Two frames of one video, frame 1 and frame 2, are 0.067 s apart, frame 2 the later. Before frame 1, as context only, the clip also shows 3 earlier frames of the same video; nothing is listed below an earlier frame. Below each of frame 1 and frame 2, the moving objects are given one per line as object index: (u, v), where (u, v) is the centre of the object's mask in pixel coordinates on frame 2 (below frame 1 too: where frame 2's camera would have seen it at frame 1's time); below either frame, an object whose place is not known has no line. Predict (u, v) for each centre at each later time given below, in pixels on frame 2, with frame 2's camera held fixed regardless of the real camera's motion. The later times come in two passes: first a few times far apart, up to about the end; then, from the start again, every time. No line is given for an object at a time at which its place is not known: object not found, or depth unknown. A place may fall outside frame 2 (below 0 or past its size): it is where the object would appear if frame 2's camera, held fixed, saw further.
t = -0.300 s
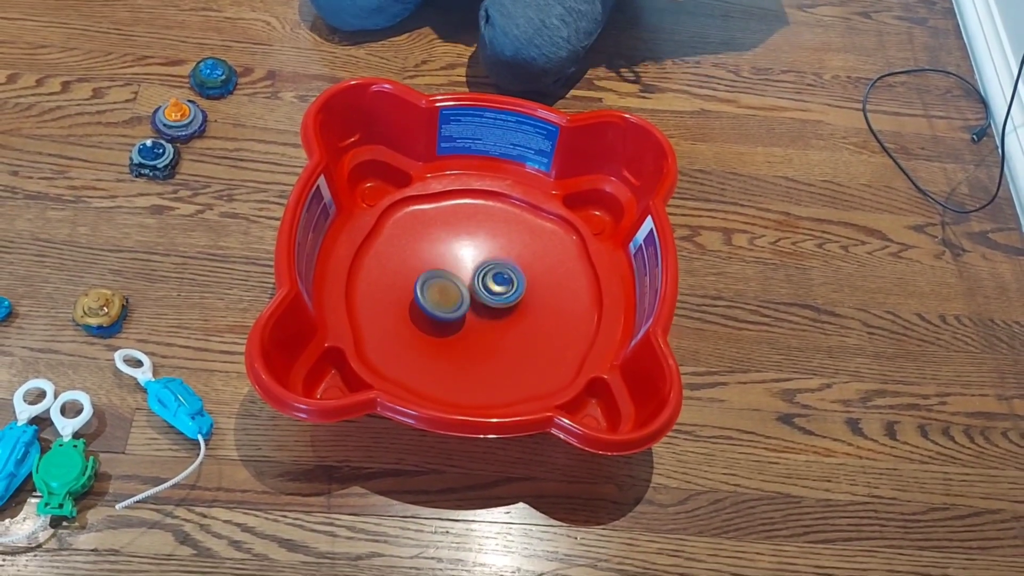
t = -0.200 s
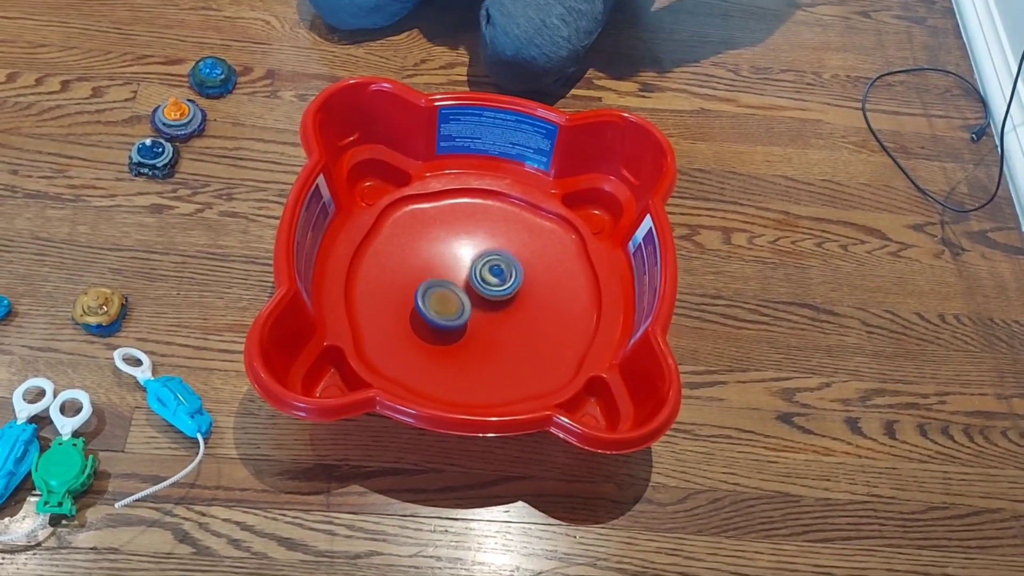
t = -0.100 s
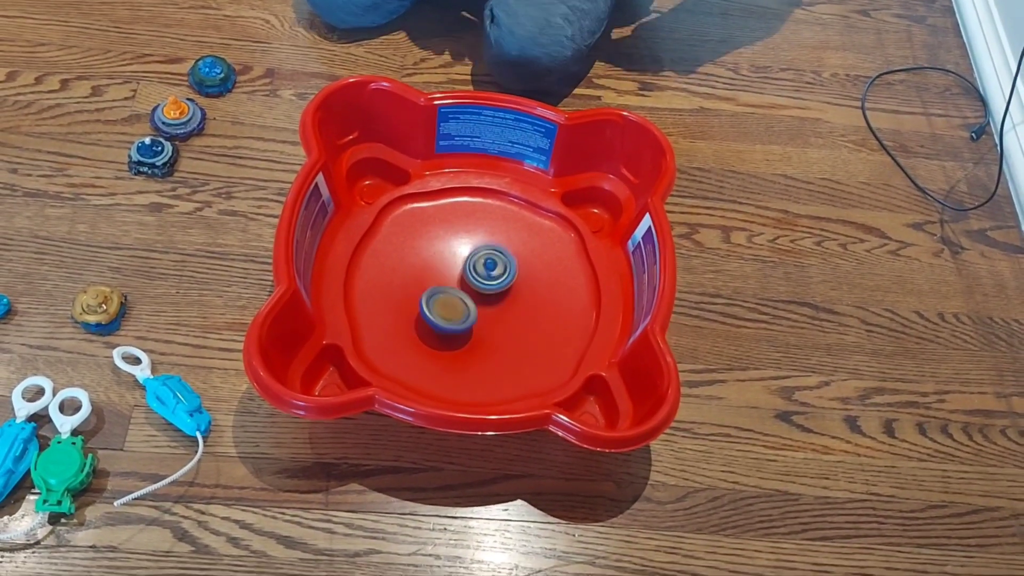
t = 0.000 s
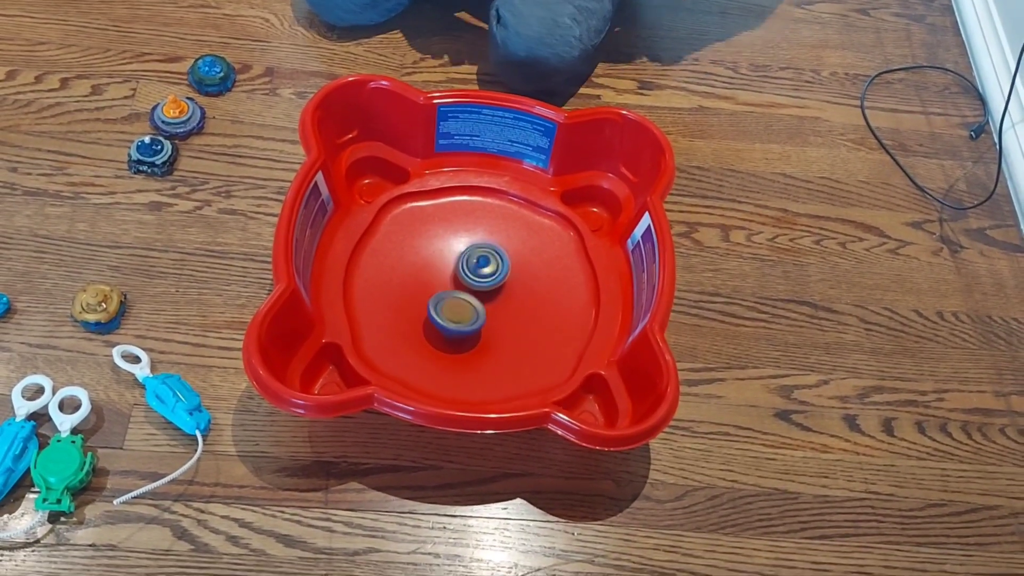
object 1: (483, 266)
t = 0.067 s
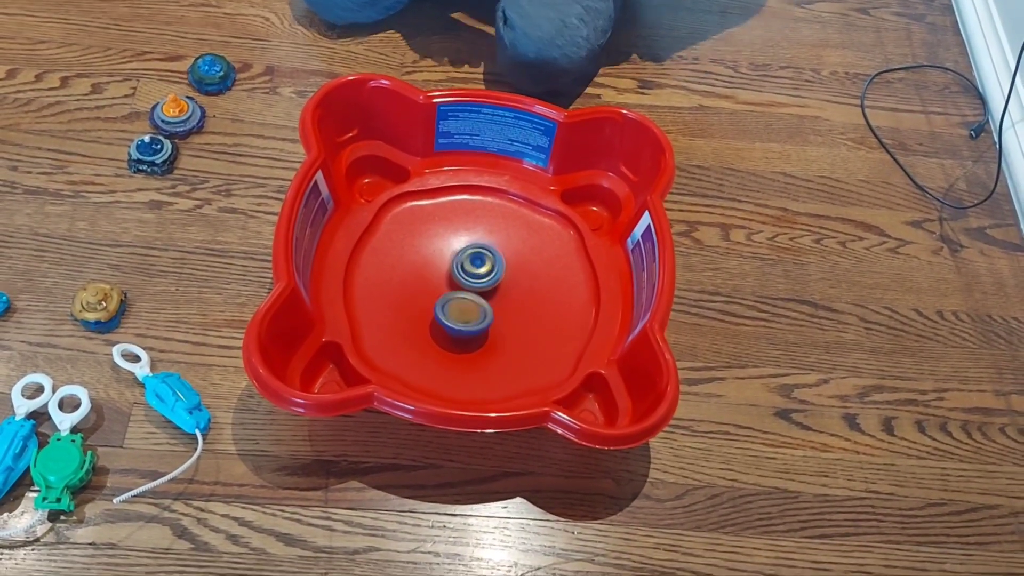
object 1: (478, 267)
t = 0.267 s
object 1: (465, 272)
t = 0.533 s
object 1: (452, 286)
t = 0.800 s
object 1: (449, 299)
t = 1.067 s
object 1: (452, 307)
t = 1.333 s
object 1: (460, 317)
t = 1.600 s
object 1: (475, 319)
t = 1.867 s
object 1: (498, 313)
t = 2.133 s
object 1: (512, 304)
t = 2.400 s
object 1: (520, 299)
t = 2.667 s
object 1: (518, 290)
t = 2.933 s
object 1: (509, 271)
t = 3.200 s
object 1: (503, 260)
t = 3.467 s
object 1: (497, 260)
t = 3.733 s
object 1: (491, 258)
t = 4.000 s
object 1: (483, 243)
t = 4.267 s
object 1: (475, 244)
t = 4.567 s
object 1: (463, 261)
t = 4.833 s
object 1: (454, 261)
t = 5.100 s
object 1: (459, 266)
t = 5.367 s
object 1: (464, 270)
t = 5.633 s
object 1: (491, 272)
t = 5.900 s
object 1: (478, 269)
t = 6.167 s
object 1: (474, 267)
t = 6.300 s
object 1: (471, 274)
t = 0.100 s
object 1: (475, 268)
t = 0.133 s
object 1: (473, 268)
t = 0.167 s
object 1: (471, 268)
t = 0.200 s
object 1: (469, 268)
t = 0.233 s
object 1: (467, 270)
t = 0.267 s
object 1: (465, 272)
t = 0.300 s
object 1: (463, 273)
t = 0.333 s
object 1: (461, 275)
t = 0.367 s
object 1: (459, 277)
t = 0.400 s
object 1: (458, 278)
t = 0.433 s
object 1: (456, 279)
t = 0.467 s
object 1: (455, 282)
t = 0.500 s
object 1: (454, 284)
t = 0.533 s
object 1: (452, 286)
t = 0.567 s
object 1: (451, 287)
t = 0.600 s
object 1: (450, 289)
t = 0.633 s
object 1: (449, 291)
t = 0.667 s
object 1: (449, 293)
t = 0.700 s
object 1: (449, 295)
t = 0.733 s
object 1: (449, 296)
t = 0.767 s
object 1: (448, 298)
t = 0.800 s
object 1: (449, 299)
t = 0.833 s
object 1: (449, 300)
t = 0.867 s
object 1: (450, 301)
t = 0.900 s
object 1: (452, 302)
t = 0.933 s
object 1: (453, 303)
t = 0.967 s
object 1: (449, 305)
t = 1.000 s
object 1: (450, 305)
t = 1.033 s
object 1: (450, 306)
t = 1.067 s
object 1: (452, 307)
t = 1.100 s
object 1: (453, 307)
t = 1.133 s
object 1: (454, 308)
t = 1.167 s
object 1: (456, 308)
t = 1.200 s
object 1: (457, 308)
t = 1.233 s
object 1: (459, 308)
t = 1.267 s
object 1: (462, 307)
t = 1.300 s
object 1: (462, 308)
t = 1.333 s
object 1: (460, 317)
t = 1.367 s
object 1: (458, 320)
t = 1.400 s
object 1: (460, 321)
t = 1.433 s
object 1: (463, 320)
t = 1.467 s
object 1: (465, 321)
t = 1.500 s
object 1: (468, 321)
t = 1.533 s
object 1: (470, 320)
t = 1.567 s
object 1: (473, 320)
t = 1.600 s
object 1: (475, 319)
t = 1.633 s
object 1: (478, 319)
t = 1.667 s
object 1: (481, 316)
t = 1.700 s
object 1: (483, 315)
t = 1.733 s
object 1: (486, 313)
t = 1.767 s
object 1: (488, 311)
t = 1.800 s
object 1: (490, 309)
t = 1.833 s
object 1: (493, 310)
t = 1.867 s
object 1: (498, 313)
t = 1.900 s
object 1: (500, 313)
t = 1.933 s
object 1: (501, 311)
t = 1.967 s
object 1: (504, 309)
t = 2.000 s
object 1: (506, 308)
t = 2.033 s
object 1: (509, 307)
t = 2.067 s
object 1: (510, 305)
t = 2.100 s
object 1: (511, 304)
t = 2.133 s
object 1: (512, 304)
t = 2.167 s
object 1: (514, 304)
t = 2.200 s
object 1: (514, 303)
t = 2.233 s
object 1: (518, 303)
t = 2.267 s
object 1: (519, 302)
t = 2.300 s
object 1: (519, 302)
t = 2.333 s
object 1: (520, 301)
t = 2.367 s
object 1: (519, 300)
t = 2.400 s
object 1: (520, 299)
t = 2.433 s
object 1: (521, 299)
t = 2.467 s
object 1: (522, 299)
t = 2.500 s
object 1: (520, 297)
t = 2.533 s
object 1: (520, 295)
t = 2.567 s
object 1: (518, 294)
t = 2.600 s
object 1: (518, 292)
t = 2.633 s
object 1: (517, 291)
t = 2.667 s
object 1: (518, 290)
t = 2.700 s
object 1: (516, 287)
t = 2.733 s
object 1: (514, 285)
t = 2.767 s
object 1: (513, 283)
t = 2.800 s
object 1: (511, 281)
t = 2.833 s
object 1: (512, 278)
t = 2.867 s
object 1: (512, 276)
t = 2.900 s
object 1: (510, 273)
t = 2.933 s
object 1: (509, 271)
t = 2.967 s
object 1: (507, 268)
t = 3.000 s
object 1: (506, 266)
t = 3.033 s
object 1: (506, 264)
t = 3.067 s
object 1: (505, 264)
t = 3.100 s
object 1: (505, 262)
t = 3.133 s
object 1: (505, 262)
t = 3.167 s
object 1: (503, 261)
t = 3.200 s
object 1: (503, 260)
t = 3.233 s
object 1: (501, 259)
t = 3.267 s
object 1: (500, 259)
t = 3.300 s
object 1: (501, 259)
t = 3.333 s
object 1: (500, 259)
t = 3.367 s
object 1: (498, 260)
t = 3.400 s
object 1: (498, 259)
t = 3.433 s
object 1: (498, 260)
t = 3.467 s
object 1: (497, 260)
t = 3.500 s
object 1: (495, 260)
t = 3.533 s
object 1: (495, 260)
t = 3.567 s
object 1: (493, 261)
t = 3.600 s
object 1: (495, 259)
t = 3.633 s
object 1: (496, 257)
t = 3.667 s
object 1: (494, 258)
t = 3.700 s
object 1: (493, 258)
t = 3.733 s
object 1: (491, 258)
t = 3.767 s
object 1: (489, 259)
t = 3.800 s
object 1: (487, 261)
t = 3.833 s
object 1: (484, 260)
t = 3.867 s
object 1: (483, 260)
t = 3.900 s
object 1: (482, 258)
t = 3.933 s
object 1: (483, 248)
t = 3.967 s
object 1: (483, 244)
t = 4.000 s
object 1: (483, 243)
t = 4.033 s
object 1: (481, 244)
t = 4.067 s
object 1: (479, 244)
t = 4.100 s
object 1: (479, 244)
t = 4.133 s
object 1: (477, 243)
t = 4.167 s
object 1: (477, 242)
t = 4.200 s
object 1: (477, 243)
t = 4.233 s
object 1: (475, 243)
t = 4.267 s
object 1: (475, 244)
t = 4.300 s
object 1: (473, 246)
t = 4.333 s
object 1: (472, 247)
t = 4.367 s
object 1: (471, 249)
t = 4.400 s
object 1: (469, 251)
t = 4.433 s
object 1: (467, 253)
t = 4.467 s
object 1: (465, 255)
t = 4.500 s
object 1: (464, 257)
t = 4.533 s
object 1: (464, 258)
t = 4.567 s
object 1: (463, 261)
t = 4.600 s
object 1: (462, 257)
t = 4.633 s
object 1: (460, 256)
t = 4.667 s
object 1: (461, 255)
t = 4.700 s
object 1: (462, 257)
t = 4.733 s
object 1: (460, 260)
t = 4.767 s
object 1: (457, 261)
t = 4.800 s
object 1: (455, 261)
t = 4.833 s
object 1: (454, 261)
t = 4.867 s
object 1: (455, 263)
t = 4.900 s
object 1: (455, 261)
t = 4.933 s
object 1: (457, 262)
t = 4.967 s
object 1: (458, 265)
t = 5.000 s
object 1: (458, 267)
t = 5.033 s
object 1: (458, 265)
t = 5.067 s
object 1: (460, 266)
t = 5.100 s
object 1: (459, 266)
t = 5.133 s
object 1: (461, 264)
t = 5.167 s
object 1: (465, 264)
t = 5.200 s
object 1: (465, 266)
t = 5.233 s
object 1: (463, 268)
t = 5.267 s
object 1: (463, 267)
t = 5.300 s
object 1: (464, 267)
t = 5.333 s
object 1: (464, 268)
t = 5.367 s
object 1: (464, 270)
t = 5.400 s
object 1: (466, 270)
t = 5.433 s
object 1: (468, 272)
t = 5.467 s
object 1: (471, 273)
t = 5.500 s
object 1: (474, 275)
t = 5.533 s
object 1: (480, 276)
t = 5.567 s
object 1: (483, 276)
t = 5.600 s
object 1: (489, 274)
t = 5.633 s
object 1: (491, 272)
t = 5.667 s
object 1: (493, 272)
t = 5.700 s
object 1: (493, 272)
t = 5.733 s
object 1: (492, 273)
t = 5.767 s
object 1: (489, 275)
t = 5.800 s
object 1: (485, 274)
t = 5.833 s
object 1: (482, 273)
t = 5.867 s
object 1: (480, 271)
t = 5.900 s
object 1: (478, 269)
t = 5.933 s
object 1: (477, 267)
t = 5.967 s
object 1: (476, 266)
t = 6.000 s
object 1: (476, 267)
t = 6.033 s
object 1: (475, 267)
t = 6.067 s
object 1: (475, 266)
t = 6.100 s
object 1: (475, 266)
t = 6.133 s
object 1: (474, 267)
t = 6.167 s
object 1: (474, 267)
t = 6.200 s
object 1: (473, 269)
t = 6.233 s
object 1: (472, 271)
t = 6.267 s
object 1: (472, 273)
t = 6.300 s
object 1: (471, 274)
